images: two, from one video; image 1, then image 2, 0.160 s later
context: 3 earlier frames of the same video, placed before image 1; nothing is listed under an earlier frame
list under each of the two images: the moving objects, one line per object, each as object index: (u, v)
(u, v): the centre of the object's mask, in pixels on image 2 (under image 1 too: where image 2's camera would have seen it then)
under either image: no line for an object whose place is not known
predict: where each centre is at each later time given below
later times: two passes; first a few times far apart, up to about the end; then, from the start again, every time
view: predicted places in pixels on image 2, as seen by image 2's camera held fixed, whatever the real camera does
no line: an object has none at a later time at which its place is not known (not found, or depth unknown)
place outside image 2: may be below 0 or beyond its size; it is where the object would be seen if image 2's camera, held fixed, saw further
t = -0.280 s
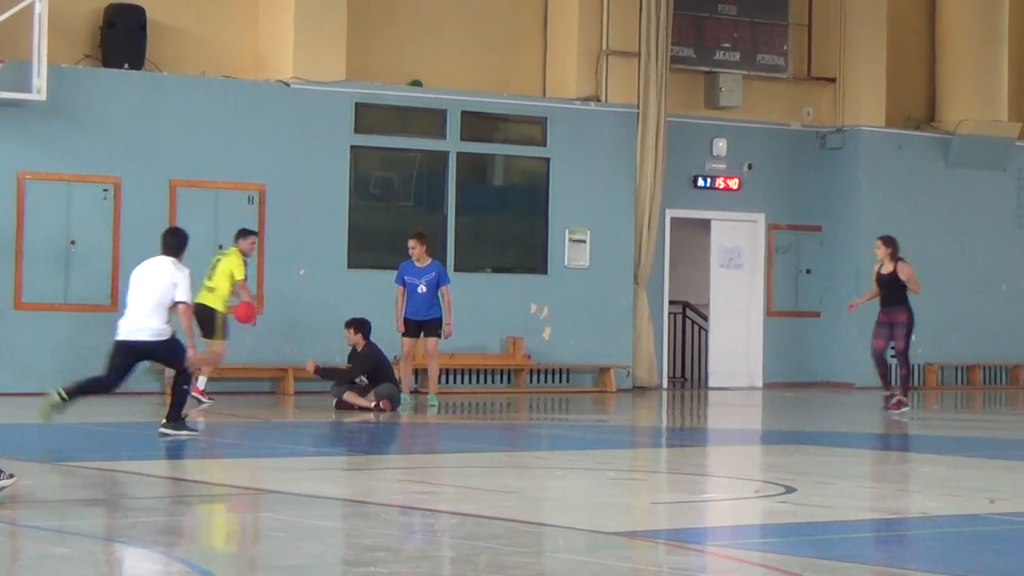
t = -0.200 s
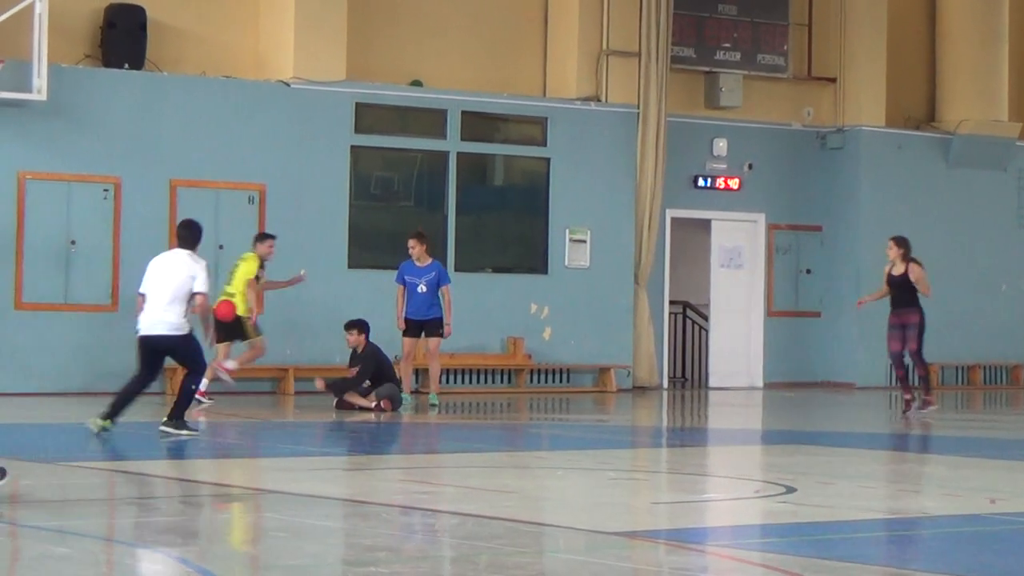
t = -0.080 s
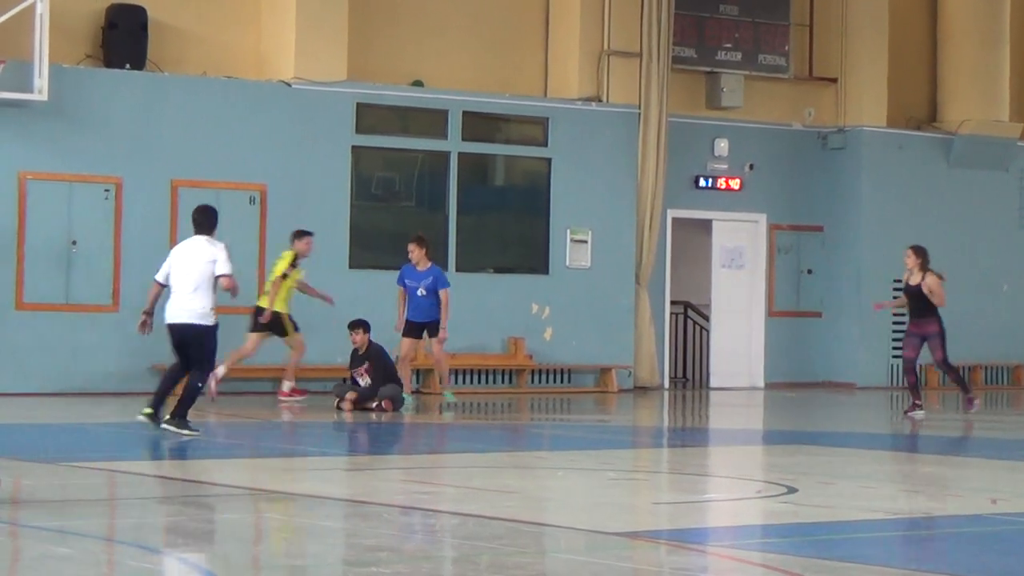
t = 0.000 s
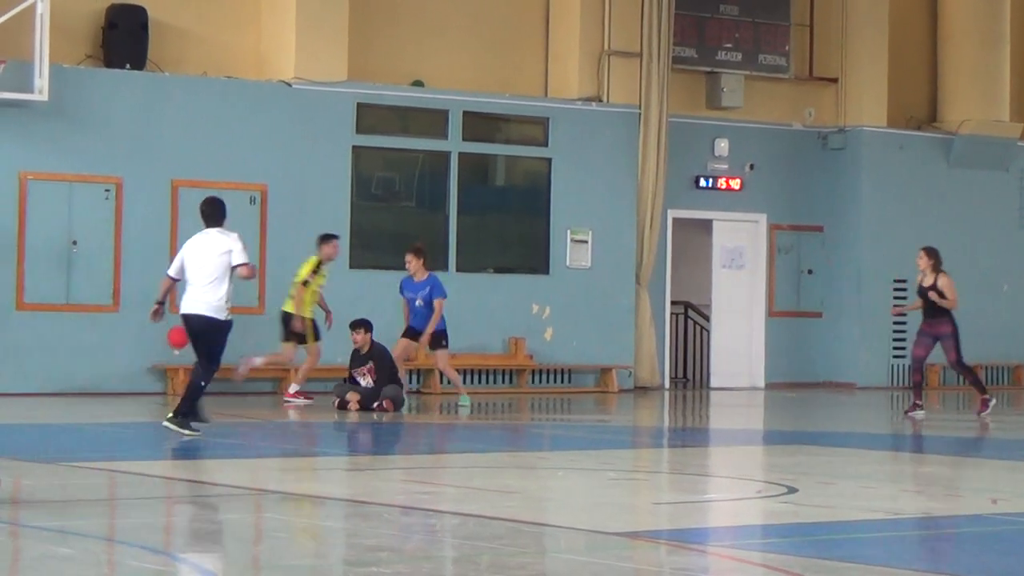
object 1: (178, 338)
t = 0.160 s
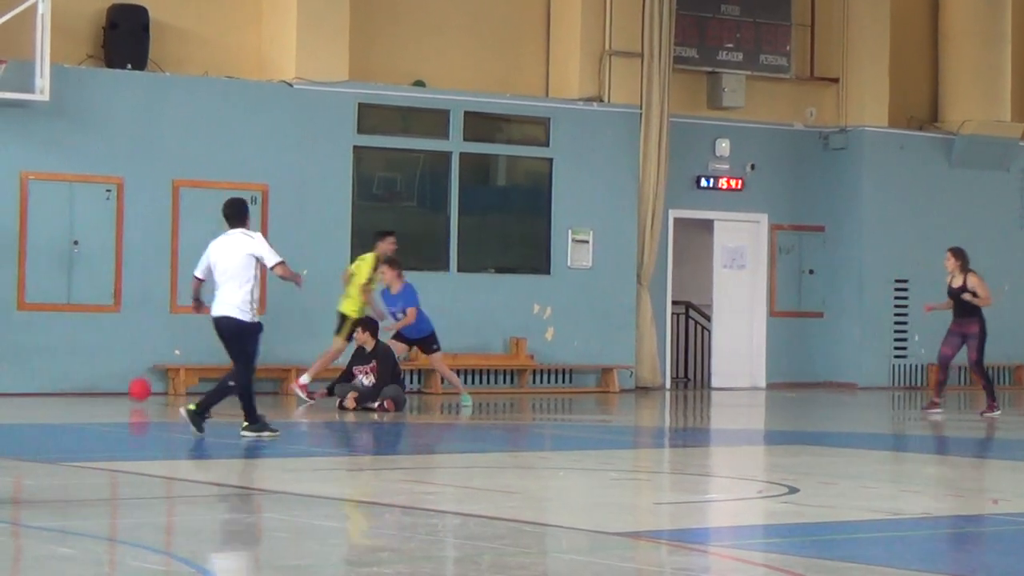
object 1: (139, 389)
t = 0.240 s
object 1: (129, 379)
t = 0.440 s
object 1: (112, 350)
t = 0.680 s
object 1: (88, 372)
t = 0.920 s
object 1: (63, 374)
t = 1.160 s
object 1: (38, 389)
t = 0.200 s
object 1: (134, 390)
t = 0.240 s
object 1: (129, 379)
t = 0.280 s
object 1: (126, 370)
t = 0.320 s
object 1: (123, 363)
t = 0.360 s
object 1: (119, 357)
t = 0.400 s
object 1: (115, 353)
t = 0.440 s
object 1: (112, 350)
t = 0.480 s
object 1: (108, 349)
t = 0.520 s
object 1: (104, 350)
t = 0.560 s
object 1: (100, 353)
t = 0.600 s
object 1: (96, 357)
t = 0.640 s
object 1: (92, 363)
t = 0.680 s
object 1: (88, 372)
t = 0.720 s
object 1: (83, 382)
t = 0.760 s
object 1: (79, 393)
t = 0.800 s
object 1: (76, 389)
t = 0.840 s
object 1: (72, 383)
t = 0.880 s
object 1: (67, 377)
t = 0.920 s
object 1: (63, 374)
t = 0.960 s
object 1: (59, 372)
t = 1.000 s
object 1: (55, 372)
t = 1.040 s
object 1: (51, 373)
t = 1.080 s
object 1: (47, 376)
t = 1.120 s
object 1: (42, 382)
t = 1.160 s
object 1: (38, 389)
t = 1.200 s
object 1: (33, 394)
